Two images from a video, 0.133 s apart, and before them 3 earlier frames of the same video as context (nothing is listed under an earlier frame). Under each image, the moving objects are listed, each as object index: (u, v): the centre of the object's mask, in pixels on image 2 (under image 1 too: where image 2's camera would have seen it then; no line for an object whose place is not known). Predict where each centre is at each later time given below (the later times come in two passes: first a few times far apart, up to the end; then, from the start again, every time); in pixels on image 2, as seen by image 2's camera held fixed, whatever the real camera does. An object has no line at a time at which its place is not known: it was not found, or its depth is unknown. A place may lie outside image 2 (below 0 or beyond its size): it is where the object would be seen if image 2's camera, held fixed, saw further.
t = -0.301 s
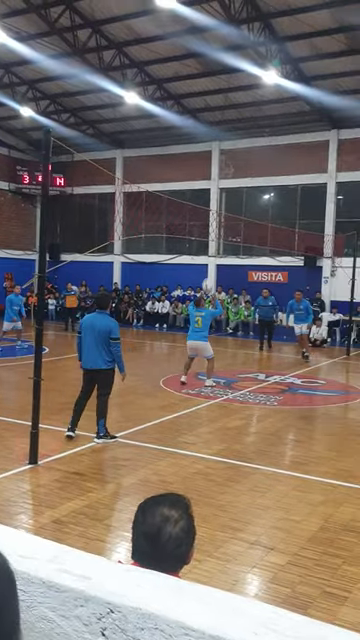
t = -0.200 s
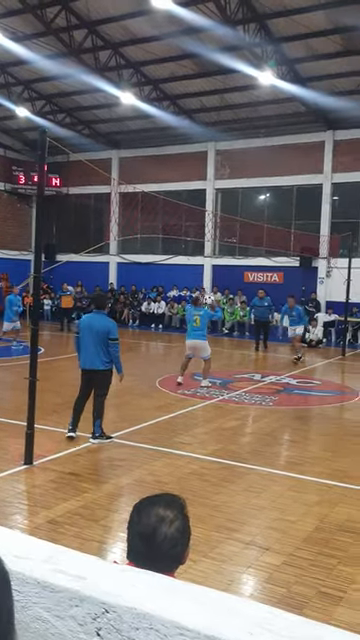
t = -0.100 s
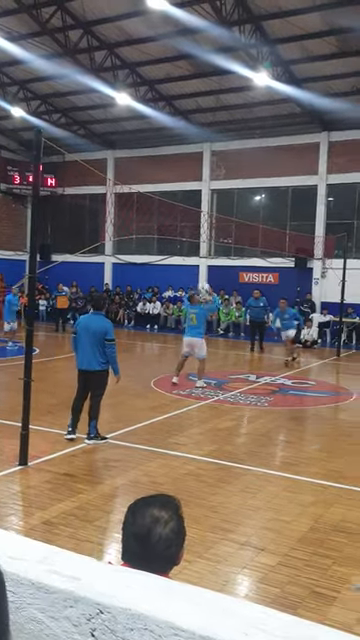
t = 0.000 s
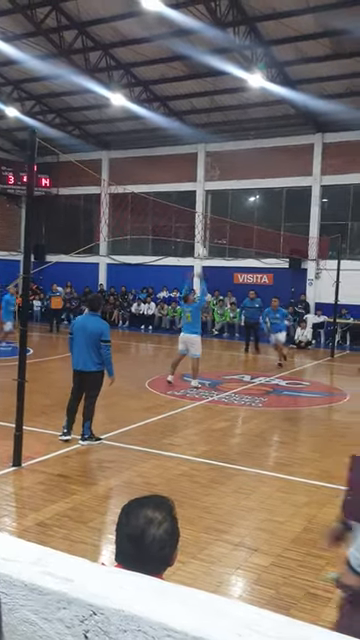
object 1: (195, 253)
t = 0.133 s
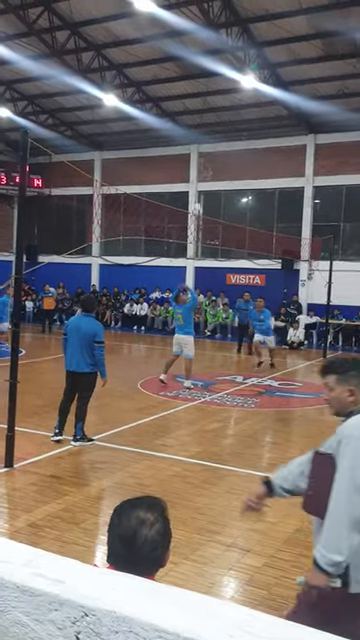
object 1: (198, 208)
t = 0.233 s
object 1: (199, 183)
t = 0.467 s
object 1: (202, 143)
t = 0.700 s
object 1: (205, 134)
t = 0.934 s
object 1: (206, 157)
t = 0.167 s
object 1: (198, 200)
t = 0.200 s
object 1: (198, 192)
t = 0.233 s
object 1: (199, 183)
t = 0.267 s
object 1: (201, 176)
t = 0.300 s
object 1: (201, 169)
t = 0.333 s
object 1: (201, 162)
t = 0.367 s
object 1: (202, 157)
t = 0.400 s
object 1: (202, 152)
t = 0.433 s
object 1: (202, 148)
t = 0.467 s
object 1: (202, 143)
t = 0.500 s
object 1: (203, 140)
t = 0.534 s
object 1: (203, 137)
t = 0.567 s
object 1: (203, 136)
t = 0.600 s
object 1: (204, 134)
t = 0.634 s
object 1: (204, 134)
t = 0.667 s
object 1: (204, 134)
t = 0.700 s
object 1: (205, 134)
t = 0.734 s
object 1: (205, 135)
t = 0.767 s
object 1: (205, 137)
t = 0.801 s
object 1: (205, 140)
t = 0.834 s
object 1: (205, 141)
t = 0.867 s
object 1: (205, 147)
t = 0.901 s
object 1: (206, 152)
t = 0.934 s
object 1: (206, 157)
